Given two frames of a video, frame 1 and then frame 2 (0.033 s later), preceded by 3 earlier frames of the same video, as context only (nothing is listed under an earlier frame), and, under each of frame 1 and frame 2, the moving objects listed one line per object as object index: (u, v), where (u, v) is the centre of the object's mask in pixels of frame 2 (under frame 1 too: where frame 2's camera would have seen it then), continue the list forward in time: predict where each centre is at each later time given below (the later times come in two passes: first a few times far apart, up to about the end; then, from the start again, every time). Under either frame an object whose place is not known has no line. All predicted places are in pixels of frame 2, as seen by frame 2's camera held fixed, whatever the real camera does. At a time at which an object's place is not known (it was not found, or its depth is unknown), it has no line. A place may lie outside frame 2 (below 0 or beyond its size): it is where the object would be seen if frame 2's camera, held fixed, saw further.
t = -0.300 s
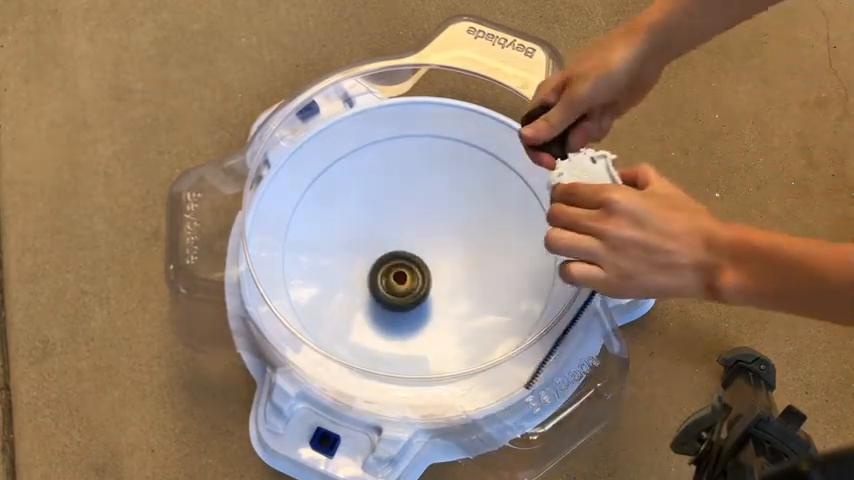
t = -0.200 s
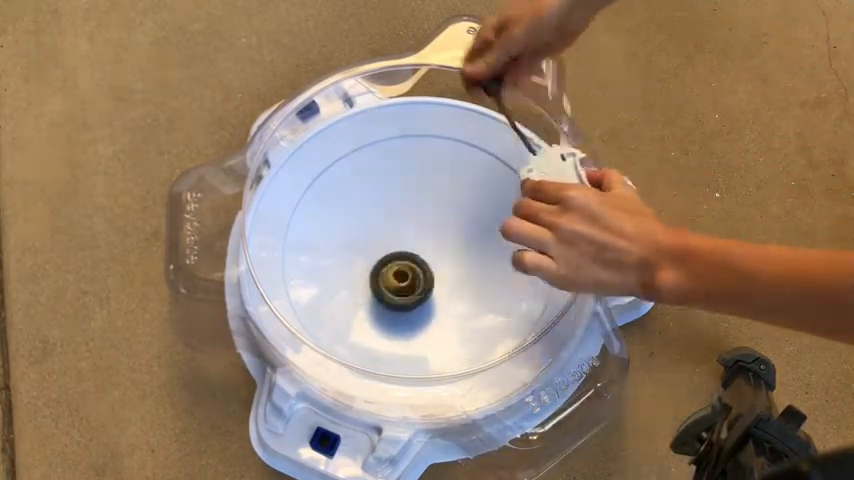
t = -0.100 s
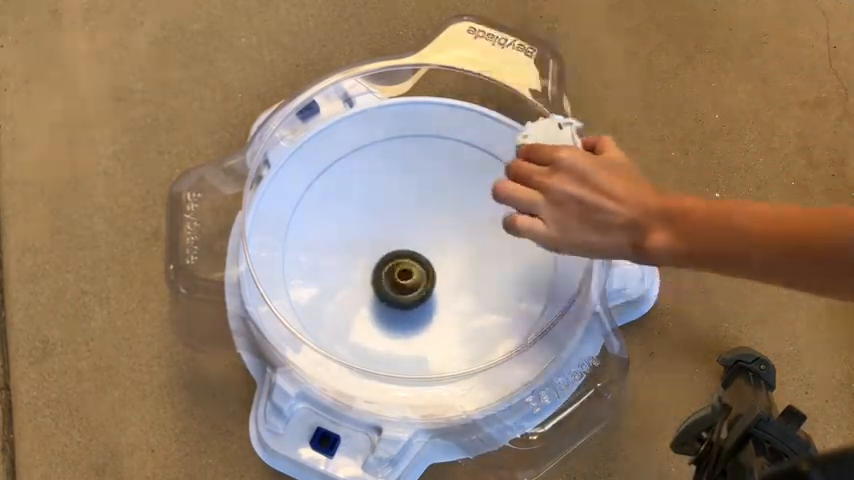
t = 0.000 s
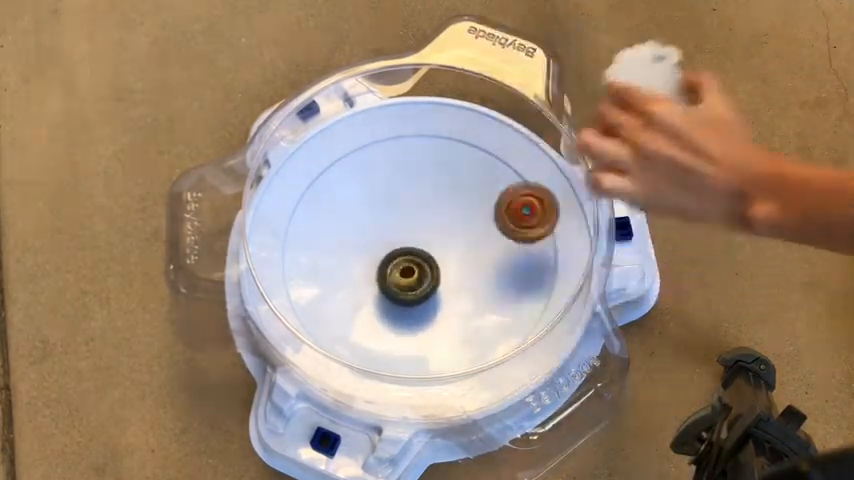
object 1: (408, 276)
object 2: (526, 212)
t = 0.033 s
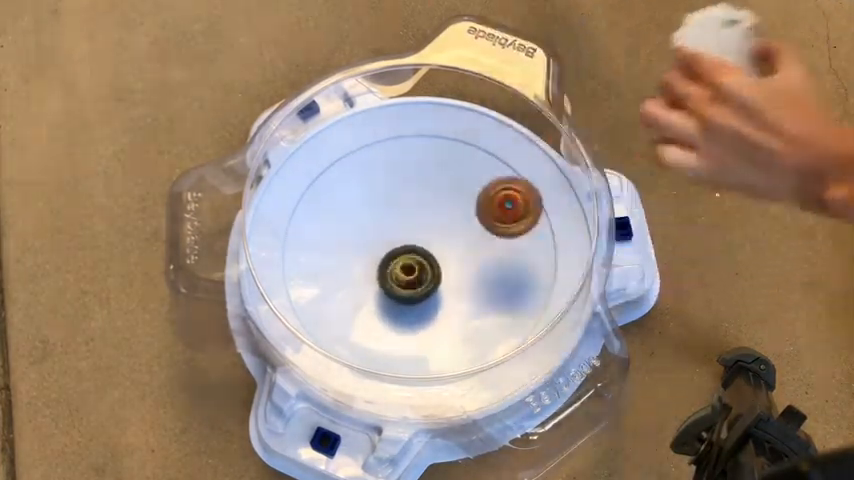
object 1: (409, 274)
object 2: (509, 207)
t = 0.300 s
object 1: (340, 267)
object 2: (452, 87)
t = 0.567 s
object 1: (470, 170)
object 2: (290, 309)
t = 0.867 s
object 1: (507, 230)
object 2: (527, 380)
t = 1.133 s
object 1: (398, 234)
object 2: (517, 275)
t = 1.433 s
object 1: (332, 179)
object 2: (392, 247)
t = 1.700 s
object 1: (395, 208)
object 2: (370, 369)
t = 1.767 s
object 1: (401, 222)
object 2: (406, 377)
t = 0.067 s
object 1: (409, 274)
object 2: (489, 207)
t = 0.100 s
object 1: (410, 273)
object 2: (469, 213)
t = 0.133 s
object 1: (412, 271)
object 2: (449, 224)
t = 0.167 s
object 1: (353, 302)
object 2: (487, 188)
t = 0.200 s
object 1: (288, 336)
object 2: (524, 144)
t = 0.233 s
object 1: (305, 312)
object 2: (512, 110)
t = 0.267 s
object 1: (322, 292)
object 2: (486, 92)
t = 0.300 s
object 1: (340, 267)
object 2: (452, 87)
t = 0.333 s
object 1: (358, 245)
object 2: (435, 102)
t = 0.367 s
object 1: (374, 225)
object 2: (411, 127)
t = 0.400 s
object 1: (391, 208)
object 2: (385, 150)
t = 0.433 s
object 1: (409, 195)
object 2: (361, 179)
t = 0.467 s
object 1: (425, 186)
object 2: (335, 214)
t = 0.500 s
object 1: (442, 178)
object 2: (315, 243)
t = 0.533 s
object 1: (456, 172)
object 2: (300, 275)
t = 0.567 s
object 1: (470, 170)
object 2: (290, 309)
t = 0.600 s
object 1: (483, 170)
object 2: (306, 329)
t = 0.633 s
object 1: (495, 172)
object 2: (326, 355)
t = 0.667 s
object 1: (506, 175)
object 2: (346, 384)
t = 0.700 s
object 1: (512, 183)
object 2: (374, 394)
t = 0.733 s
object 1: (516, 192)
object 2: (407, 399)
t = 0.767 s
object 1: (517, 201)
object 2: (439, 401)
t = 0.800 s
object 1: (516, 211)
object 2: (472, 399)
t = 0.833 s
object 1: (512, 221)
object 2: (501, 392)
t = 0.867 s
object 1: (507, 230)
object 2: (527, 380)
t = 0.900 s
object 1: (500, 238)
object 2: (548, 365)
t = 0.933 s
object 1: (492, 246)
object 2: (567, 348)
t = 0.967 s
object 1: (483, 251)
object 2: (556, 336)
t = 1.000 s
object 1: (473, 255)
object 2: (541, 322)
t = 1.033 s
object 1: (462, 257)
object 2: (526, 309)
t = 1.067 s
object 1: (454, 257)
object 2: (509, 290)
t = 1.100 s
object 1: (427, 246)
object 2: (512, 283)
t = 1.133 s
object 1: (398, 234)
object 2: (517, 275)
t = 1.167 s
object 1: (373, 222)
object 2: (517, 264)
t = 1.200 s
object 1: (354, 212)
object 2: (512, 252)
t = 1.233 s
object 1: (339, 204)
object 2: (501, 243)
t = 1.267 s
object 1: (329, 196)
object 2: (486, 235)
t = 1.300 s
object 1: (322, 189)
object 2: (468, 231)
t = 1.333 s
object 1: (320, 183)
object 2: (448, 231)
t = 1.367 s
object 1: (321, 179)
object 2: (429, 233)
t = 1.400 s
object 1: (326, 179)
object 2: (409, 239)
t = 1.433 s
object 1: (332, 179)
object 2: (392, 247)
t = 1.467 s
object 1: (341, 180)
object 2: (377, 258)
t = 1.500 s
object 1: (350, 180)
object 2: (364, 271)
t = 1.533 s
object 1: (360, 182)
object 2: (355, 287)
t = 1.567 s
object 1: (370, 184)
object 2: (350, 303)
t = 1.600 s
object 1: (378, 189)
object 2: (349, 319)
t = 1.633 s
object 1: (385, 194)
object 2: (351, 339)
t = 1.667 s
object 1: (391, 201)
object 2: (360, 352)
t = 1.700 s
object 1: (395, 208)
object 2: (370, 369)
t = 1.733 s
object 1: (398, 215)
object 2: (388, 373)
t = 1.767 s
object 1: (401, 222)
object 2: (406, 377)
